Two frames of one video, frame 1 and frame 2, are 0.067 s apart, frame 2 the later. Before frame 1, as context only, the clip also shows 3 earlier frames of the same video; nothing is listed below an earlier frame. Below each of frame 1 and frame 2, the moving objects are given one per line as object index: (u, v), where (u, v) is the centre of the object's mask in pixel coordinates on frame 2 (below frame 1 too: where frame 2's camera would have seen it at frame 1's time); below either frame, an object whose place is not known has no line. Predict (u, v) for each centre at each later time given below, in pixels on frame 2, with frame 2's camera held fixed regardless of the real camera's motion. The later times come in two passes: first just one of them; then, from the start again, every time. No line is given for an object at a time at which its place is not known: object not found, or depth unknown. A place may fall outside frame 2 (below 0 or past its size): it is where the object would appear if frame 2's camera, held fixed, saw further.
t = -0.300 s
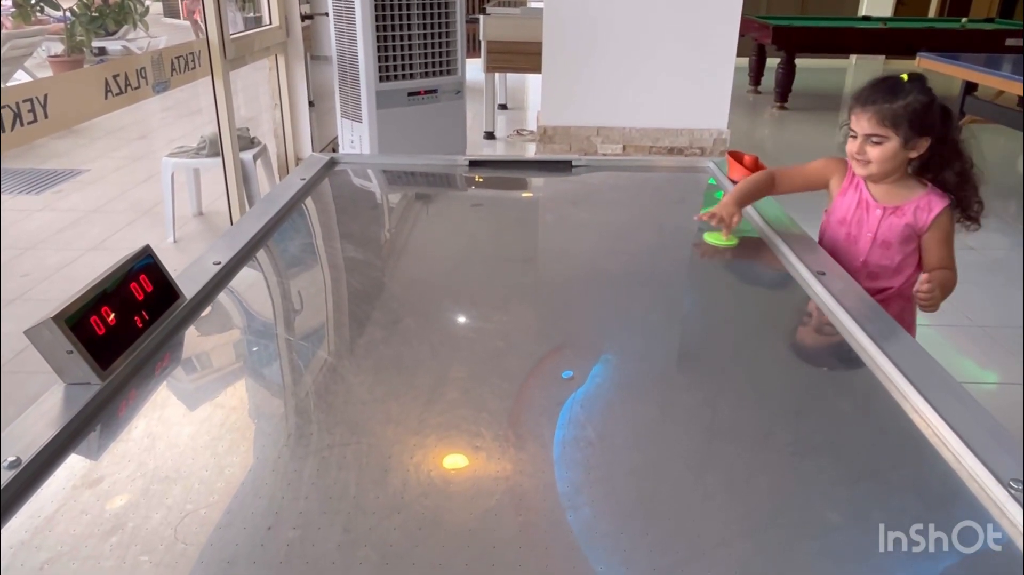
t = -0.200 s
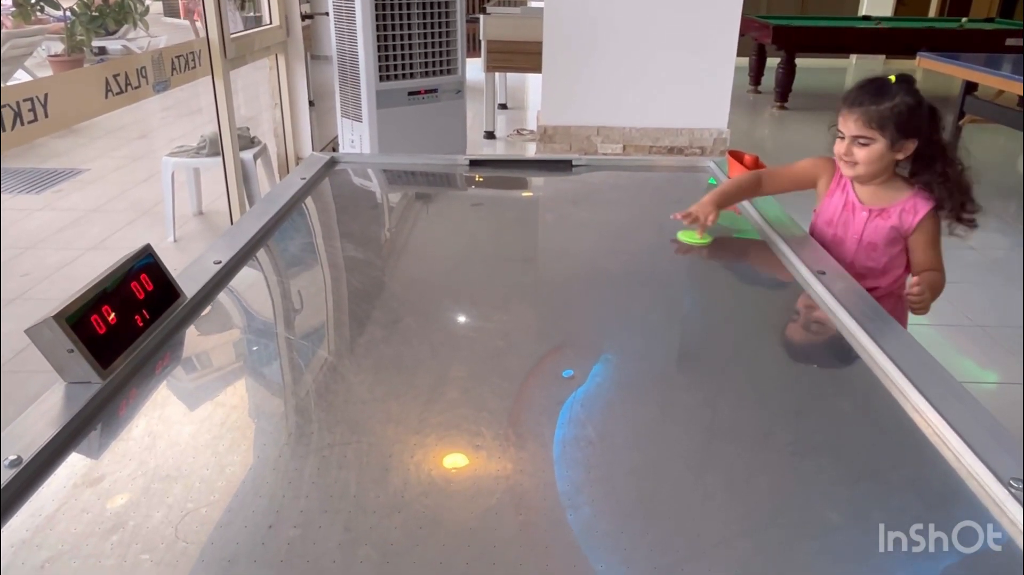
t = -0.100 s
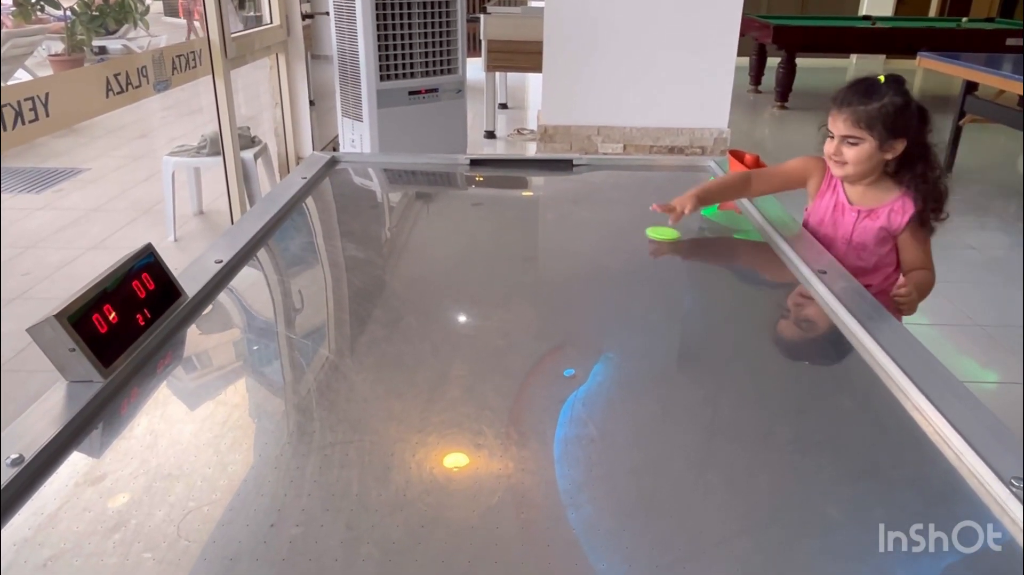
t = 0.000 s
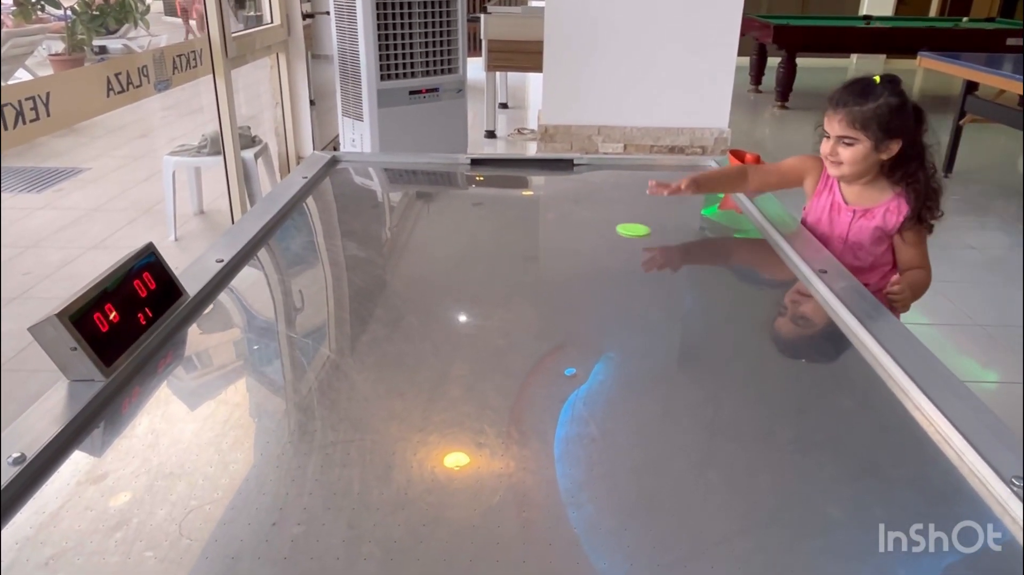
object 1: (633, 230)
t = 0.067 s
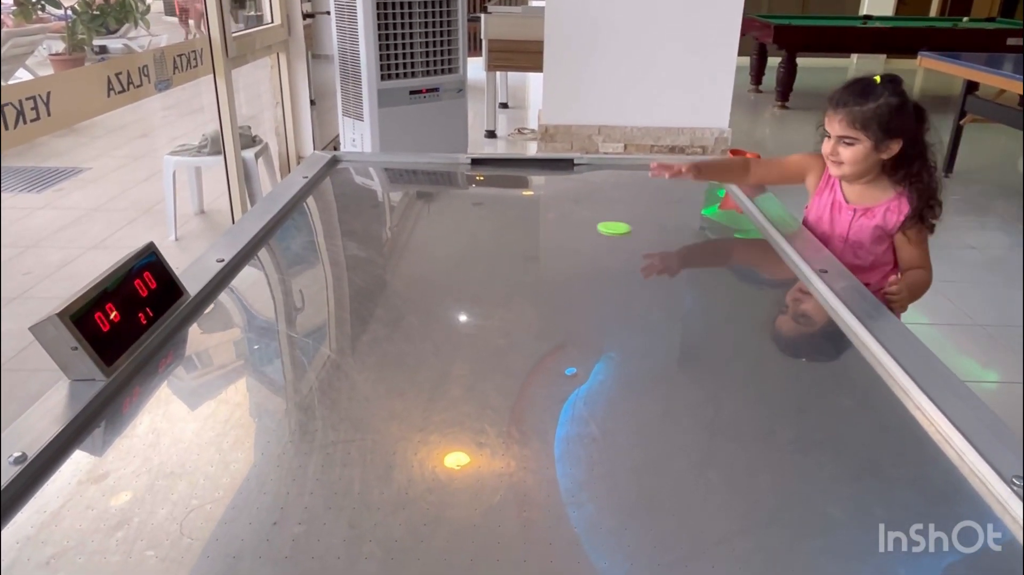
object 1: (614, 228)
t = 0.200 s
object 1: (576, 225)
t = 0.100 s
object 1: (604, 228)
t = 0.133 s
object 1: (594, 227)
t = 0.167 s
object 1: (585, 226)
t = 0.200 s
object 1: (576, 225)
